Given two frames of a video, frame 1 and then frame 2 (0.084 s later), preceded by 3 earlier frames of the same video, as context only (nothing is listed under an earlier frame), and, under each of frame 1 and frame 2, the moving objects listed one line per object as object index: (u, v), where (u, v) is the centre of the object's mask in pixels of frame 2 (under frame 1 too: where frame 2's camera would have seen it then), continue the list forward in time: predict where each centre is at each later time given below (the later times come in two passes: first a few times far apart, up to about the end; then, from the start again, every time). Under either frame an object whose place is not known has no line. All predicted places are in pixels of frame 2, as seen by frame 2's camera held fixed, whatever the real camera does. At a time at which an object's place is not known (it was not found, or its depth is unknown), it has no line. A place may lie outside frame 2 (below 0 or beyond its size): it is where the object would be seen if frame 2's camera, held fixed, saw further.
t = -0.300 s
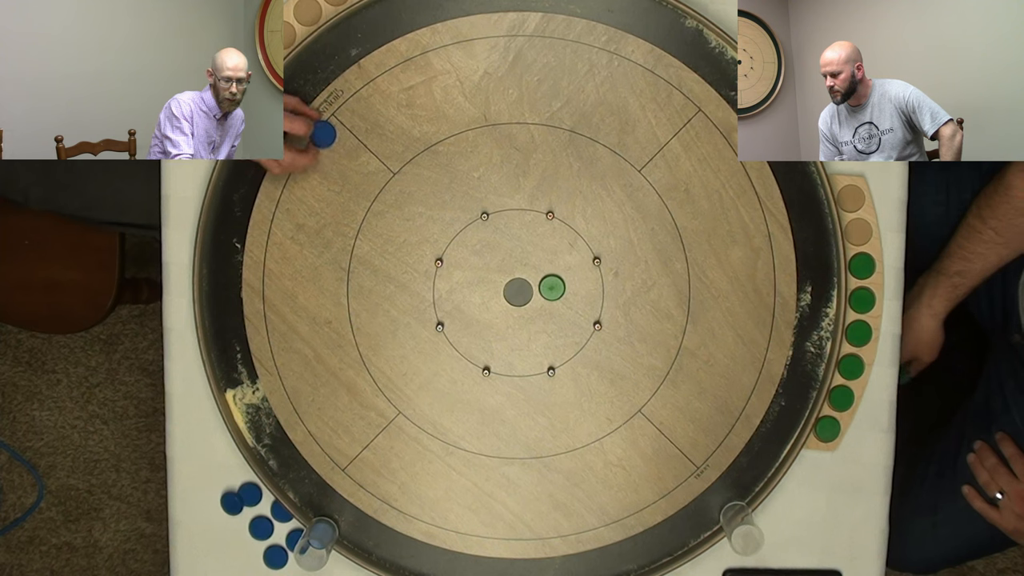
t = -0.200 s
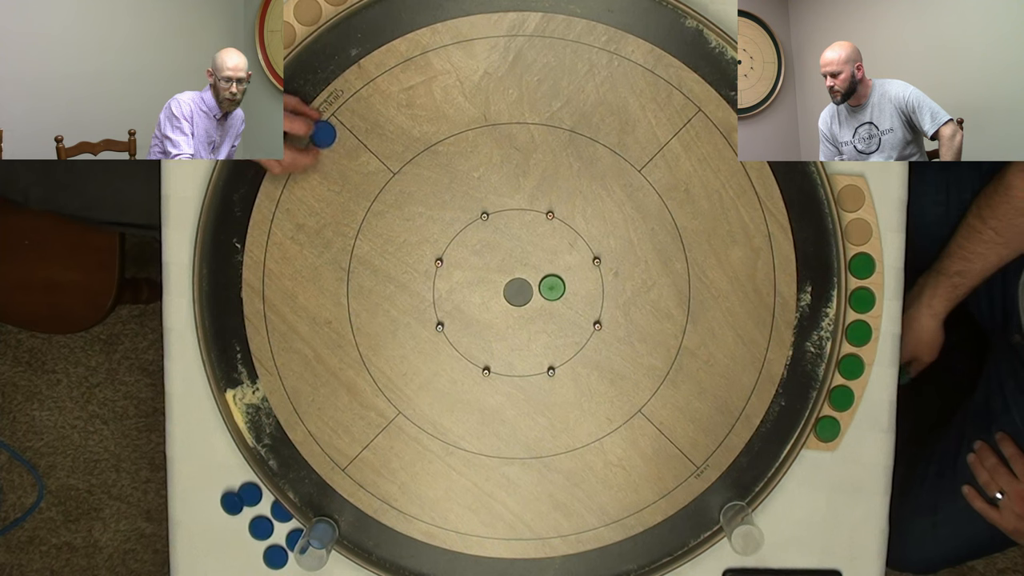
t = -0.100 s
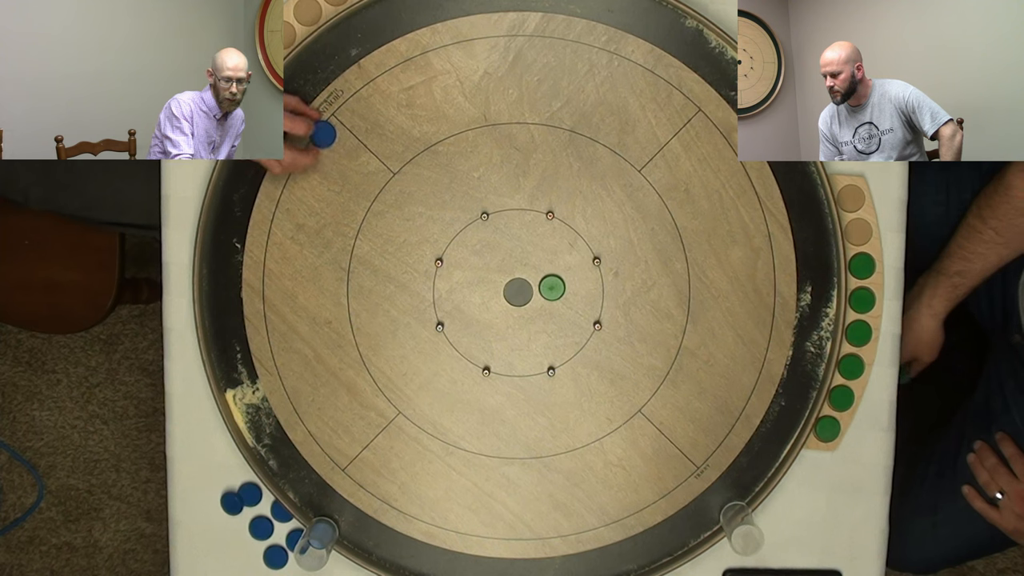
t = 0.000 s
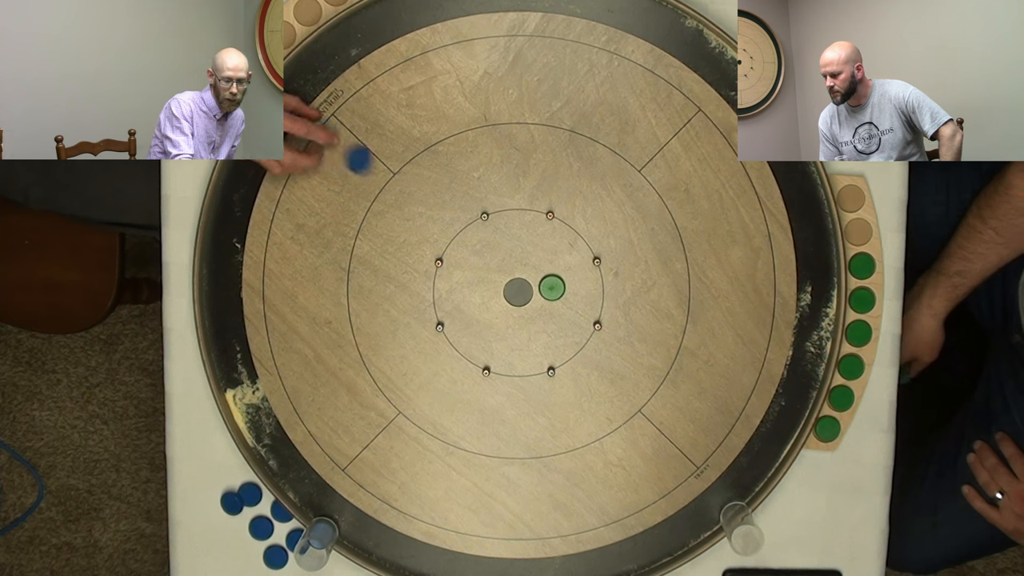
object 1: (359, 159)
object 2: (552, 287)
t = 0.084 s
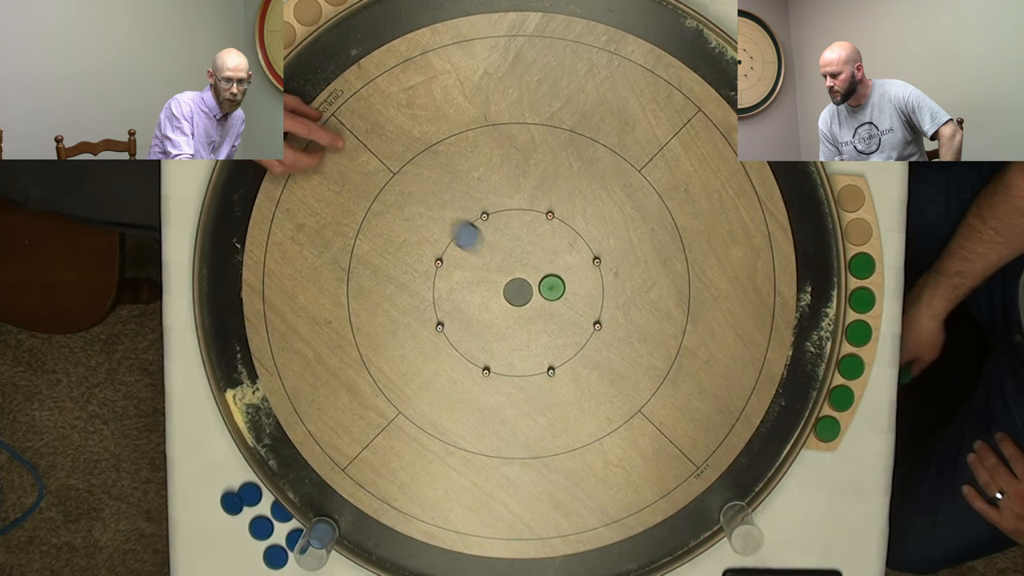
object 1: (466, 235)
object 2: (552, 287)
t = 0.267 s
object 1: (534, 310)
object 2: (661, 268)
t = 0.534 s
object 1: (535, 318)
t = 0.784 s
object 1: (535, 318)
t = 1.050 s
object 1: (535, 318)
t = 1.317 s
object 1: (535, 318)
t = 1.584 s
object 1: (535, 318)
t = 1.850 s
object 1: (535, 318)
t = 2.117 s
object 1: (535, 318)
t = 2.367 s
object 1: (535, 318)
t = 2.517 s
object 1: (535, 318)
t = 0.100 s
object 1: (487, 250)
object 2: (552, 287)
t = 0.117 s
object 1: (506, 264)
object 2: (552, 287)
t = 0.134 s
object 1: (526, 279)
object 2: (552, 288)
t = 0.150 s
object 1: (528, 283)
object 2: (573, 297)
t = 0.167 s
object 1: (529, 288)
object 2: (592, 306)
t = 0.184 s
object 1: (530, 293)
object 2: (606, 303)
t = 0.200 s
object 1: (531, 297)
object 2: (618, 295)
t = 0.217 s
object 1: (532, 301)
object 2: (629, 288)
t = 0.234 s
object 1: (533, 304)
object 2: (640, 282)
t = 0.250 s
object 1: (533, 307)
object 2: (651, 275)
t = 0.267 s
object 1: (534, 310)
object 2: (661, 268)
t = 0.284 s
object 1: (534, 312)
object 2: (671, 262)
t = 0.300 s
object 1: (534, 314)
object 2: (680, 255)
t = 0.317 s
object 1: (535, 316)
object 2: (689, 249)
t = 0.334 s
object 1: (535, 317)
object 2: (699, 243)
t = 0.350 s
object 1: (535, 318)
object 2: (707, 237)
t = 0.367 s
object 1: (535, 318)
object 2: (715, 232)
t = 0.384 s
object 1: (535, 318)
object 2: (723, 226)
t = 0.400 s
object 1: (535, 318)
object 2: (730, 221)
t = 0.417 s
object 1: (535, 318)
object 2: (737, 216)
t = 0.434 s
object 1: (535, 318)
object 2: (744, 211)
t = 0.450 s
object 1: (535, 318)
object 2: (751, 207)
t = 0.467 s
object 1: (535, 318)
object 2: (757, 202)
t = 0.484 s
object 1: (535, 318)
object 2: (763, 198)
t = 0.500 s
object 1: (535, 318)
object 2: (768, 194)
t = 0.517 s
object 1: (535, 318)
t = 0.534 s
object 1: (535, 318)
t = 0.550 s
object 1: (535, 318)
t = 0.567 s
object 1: (535, 318)
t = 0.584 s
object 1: (535, 318)
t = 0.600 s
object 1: (535, 318)
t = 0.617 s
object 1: (535, 318)
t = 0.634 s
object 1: (535, 318)
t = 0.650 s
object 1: (535, 318)
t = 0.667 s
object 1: (535, 318)
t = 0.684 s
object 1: (535, 318)
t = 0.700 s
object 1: (535, 318)
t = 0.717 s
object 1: (535, 318)
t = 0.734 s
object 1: (535, 318)
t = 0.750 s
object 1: (535, 318)
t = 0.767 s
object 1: (535, 318)
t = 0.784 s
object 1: (535, 318)
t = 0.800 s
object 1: (535, 318)
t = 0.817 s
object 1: (535, 318)
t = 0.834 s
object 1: (535, 318)
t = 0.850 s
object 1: (535, 318)
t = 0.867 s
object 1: (535, 318)
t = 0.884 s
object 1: (535, 318)
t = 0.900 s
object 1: (535, 318)
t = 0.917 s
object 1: (535, 318)
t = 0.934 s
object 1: (535, 318)
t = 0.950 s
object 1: (535, 318)
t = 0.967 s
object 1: (535, 318)
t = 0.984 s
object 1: (535, 318)
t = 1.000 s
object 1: (535, 318)
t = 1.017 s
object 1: (535, 318)
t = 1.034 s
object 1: (535, 318)
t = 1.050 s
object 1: (535, 318)
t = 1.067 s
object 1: (535, 318)
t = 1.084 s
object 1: (535, 318)
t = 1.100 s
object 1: (535, 318)
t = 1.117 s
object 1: (535, 318)
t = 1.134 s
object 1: (535, 318)
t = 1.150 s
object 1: (535, 318)
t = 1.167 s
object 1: (535, 318)
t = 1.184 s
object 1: (535, 318)
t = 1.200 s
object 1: (535, 318)
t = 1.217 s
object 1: (535, 318)
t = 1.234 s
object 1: (535, 318)
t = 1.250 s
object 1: (535, 318)
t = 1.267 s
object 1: (535, 318)
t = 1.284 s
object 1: (535, 318)
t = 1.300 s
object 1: (535, 318)
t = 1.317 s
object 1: (535, 318)
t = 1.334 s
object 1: (535, 318)
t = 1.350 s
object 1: (535, 318)
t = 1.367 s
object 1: (535, 318)
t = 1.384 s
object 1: (535, 318)
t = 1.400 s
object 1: (535, 318)
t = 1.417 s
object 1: (535, 318)
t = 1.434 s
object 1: (535, 318)
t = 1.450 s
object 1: (535, 318)
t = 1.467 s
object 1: (535, 318)
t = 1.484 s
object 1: (535, 318)
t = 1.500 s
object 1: (535, 318)
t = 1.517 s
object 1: (535, 318)
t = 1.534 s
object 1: (535, 318)
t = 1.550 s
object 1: (535, 318)
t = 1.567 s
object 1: (535, 318)
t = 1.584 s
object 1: (535, 318)
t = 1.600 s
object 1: (535, 318)
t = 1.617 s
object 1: (535, 318)
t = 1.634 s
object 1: (535, 318)
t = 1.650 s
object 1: (535, 318)
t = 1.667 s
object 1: (535, 318)
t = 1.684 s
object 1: (535, 318)
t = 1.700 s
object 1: (535, 318)
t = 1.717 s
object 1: (535, 318)
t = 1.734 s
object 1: (535, 318)
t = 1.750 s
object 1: (535, 318)
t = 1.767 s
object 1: (535, 318)
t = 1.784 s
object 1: (535, 318)
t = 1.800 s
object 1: (535, 318)
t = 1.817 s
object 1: (535, 318)
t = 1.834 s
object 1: (535, 318)
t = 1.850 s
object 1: (535, 318)
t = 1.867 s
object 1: (535, 318)
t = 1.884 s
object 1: (535, 318)
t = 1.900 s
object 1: (535, 318)
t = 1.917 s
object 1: (535, 318)
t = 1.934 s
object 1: (535, 318)
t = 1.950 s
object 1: (535, 318)
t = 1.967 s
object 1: (535, 318)
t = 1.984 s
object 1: (535, 318)
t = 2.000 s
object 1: (535, 318)
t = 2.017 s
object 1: (535, 318)
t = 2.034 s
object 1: (535, 318)
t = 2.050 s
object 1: (535, 318)
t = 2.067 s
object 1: (535, 318)
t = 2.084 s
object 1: (535, 318)
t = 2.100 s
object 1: (535, 318)
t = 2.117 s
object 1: (535, 318)
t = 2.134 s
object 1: (535, 318)
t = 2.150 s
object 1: (535, 318)
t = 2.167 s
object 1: (535, 318)
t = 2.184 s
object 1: (535, 318)
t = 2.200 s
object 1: (535, 318)
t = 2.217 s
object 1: (535, 318)
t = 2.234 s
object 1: (535, 318)
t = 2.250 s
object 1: (535, 318)
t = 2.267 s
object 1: (535, 318)
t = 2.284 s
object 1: (535, 318)
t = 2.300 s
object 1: (535, 318)
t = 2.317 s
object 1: (535, 318)
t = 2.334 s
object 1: (535, 318)
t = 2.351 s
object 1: (535, 318)
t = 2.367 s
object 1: (535, 318)
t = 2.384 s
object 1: (535, 318)
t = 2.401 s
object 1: (535, 318)
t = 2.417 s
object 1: (535, 318)
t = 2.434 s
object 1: (535, 318)
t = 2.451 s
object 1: (535, 318)
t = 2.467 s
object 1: (535, 318)
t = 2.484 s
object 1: (535, 318)
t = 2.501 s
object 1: (535, 318)
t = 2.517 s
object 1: (535, 318)
